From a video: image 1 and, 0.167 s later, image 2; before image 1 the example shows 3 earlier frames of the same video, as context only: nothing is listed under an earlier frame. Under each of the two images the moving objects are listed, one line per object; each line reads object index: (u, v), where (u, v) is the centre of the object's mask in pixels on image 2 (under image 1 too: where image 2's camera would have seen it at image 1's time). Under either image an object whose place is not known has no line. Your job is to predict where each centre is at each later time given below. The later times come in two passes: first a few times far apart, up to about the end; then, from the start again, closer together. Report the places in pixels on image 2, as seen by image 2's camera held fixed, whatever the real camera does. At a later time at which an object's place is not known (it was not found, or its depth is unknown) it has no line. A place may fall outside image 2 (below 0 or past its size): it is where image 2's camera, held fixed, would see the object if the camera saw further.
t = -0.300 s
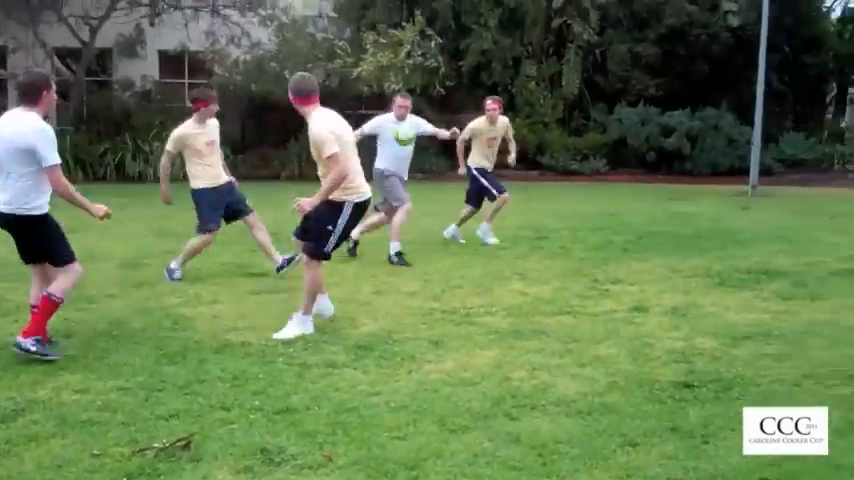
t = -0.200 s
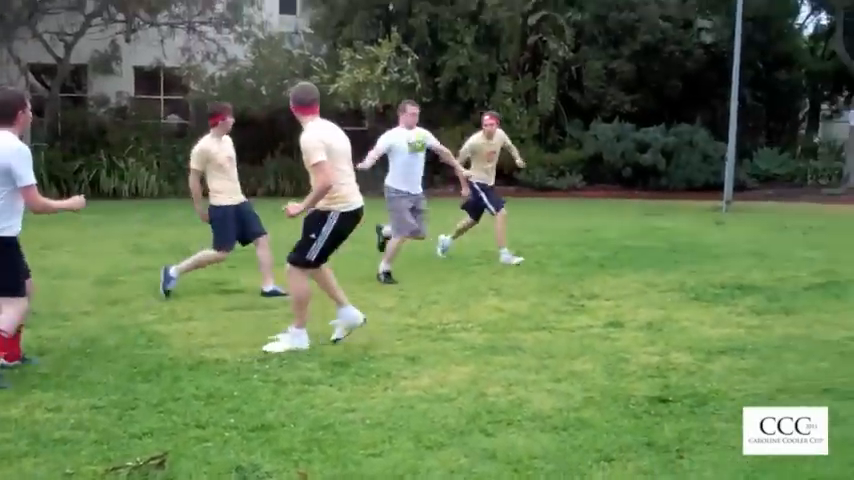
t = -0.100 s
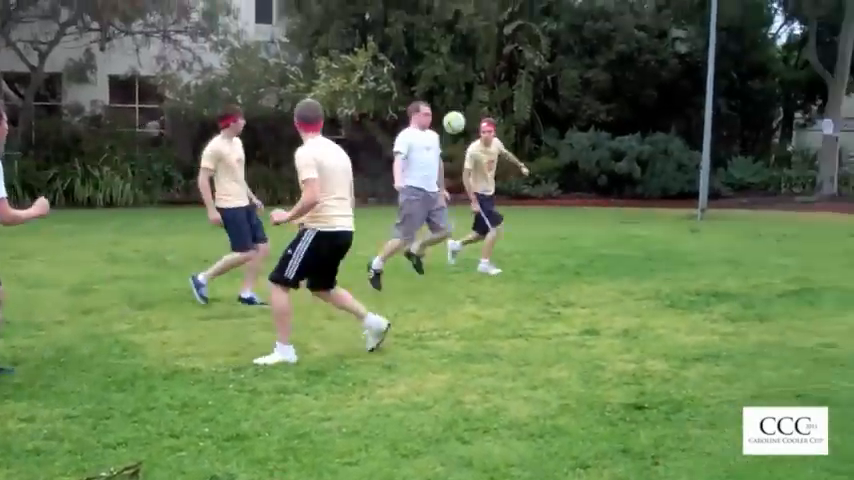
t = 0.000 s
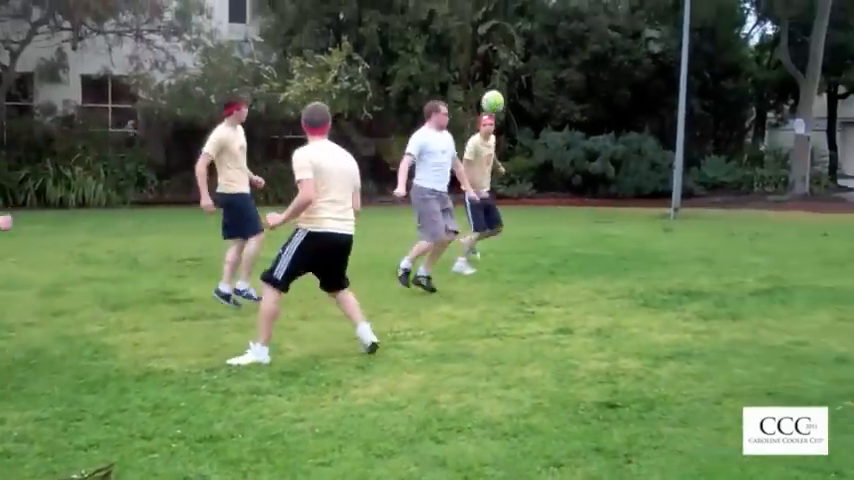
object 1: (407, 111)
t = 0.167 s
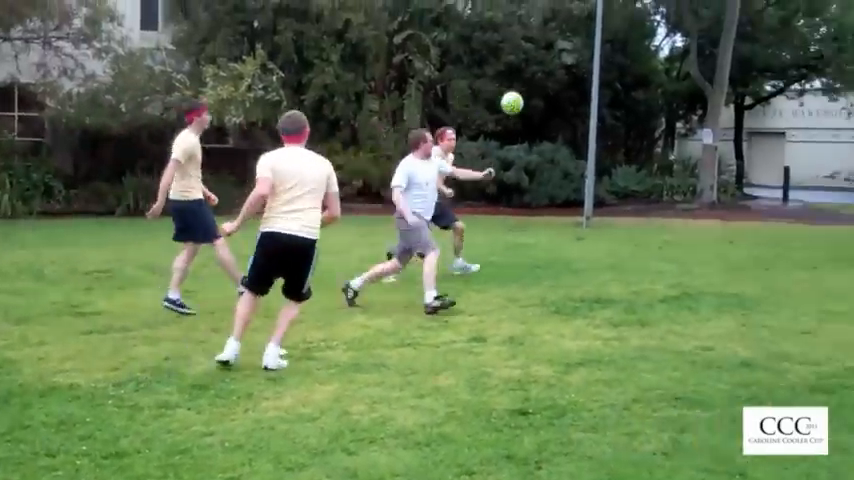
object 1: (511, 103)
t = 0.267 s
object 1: (571, 112)
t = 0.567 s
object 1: (740, 200)
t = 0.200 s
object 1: (532, 105)
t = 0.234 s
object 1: (551, 108)
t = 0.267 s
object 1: (571, 112)
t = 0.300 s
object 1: (590, 118)
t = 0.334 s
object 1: (610, 124)
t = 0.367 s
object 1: (630, 132)
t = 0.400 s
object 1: (649, 141)
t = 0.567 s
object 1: (740, 200)
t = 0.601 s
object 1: (757, 217)
